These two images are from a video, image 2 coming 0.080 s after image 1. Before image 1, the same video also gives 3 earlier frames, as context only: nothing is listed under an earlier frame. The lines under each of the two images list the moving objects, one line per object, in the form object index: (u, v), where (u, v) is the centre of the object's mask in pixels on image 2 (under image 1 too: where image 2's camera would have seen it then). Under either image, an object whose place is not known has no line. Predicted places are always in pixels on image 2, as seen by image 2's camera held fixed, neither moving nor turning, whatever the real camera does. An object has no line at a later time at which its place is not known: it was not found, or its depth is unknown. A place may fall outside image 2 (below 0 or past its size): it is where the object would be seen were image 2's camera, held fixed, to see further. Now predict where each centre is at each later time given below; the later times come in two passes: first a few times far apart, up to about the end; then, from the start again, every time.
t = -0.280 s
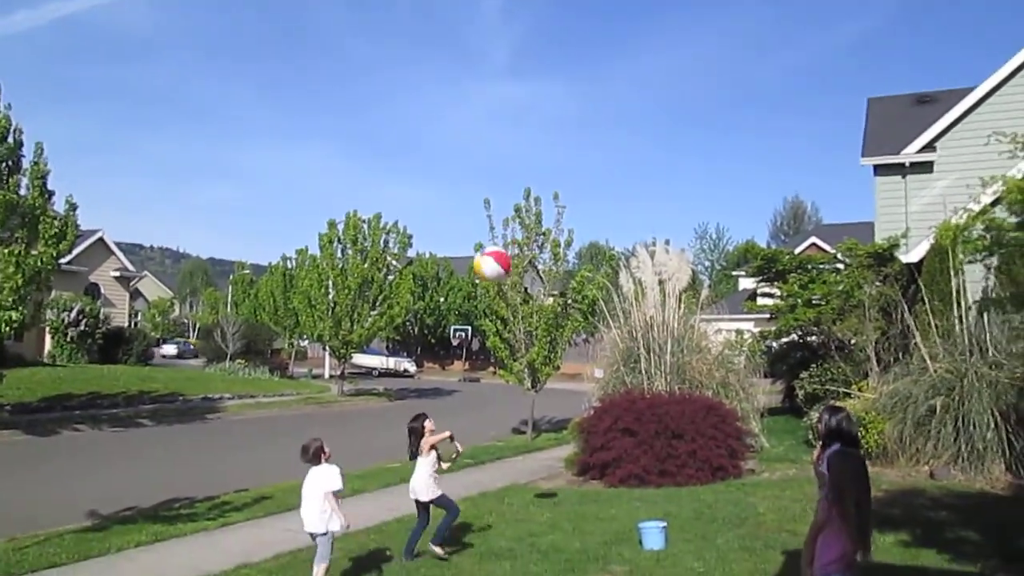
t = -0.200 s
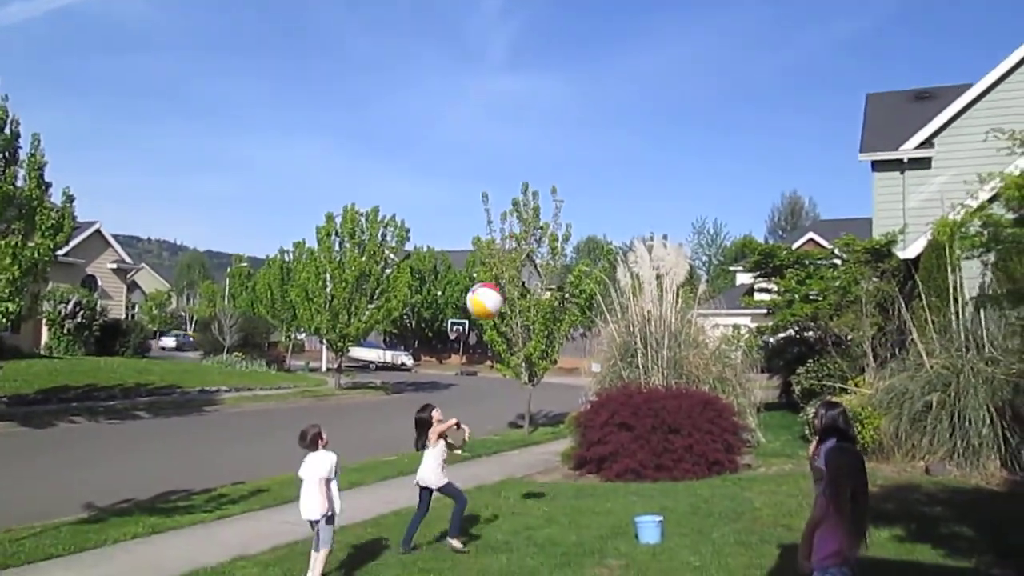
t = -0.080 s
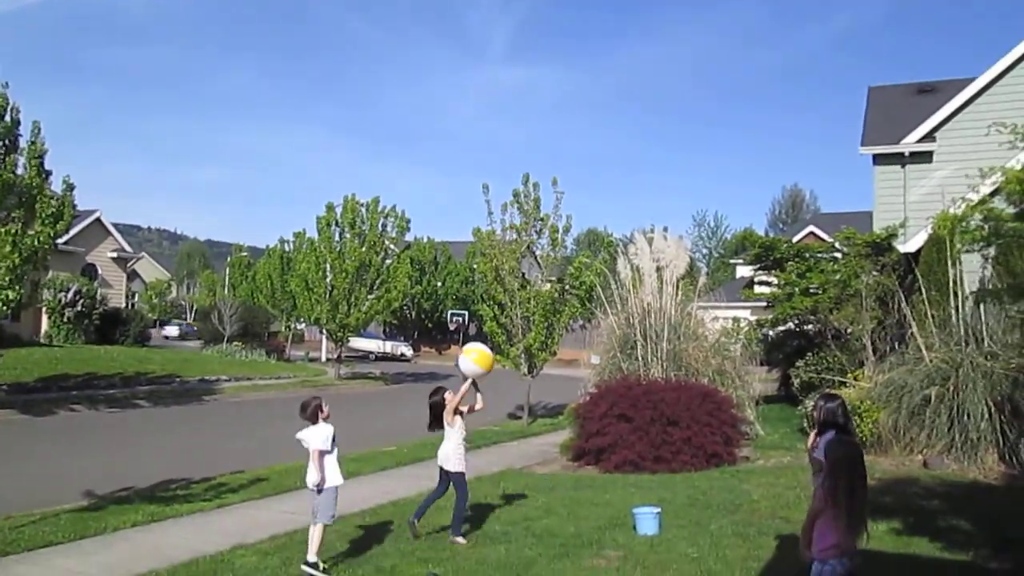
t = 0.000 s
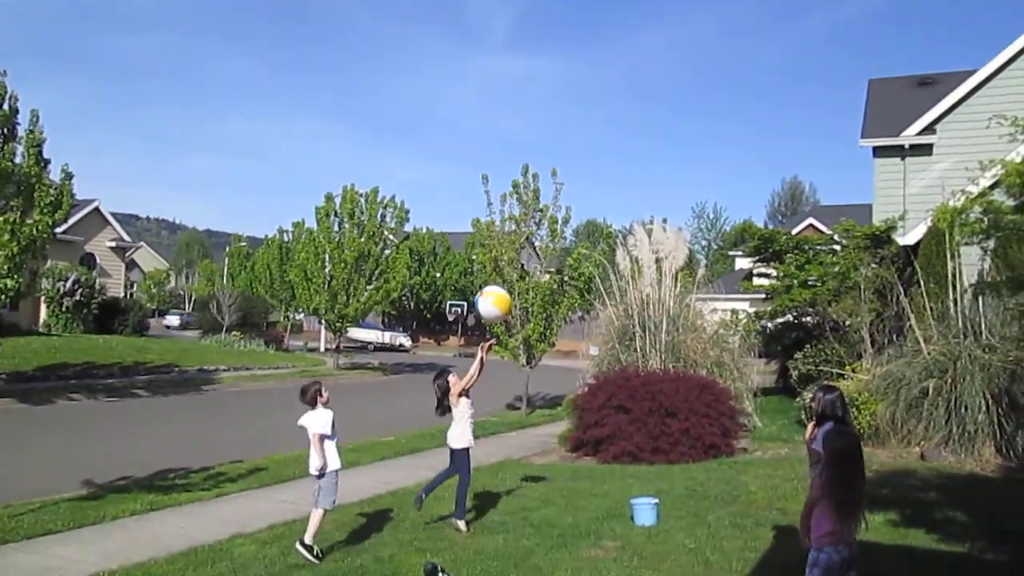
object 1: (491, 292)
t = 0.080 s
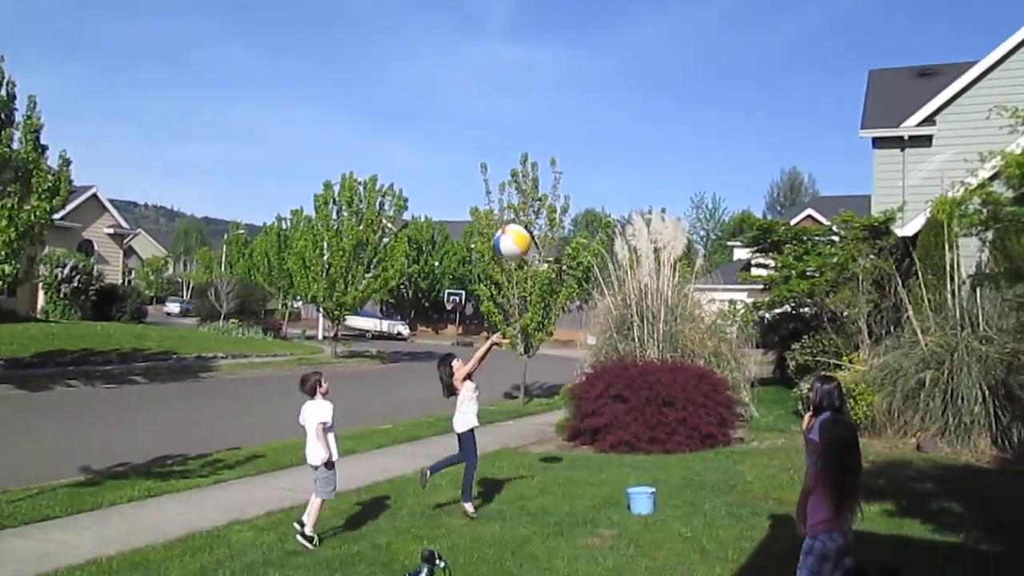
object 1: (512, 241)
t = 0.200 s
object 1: (543, 179)
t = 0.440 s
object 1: (599, 105)
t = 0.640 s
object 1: (638, 84)
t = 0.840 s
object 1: (671, 95)
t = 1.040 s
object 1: (701, 135)
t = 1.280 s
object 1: (731, 218)
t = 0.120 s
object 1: (523, 219)
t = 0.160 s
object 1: (533, 199)
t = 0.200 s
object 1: (543, 179)
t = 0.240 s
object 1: (553, 163)
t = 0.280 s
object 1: (563, 148)
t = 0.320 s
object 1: (573, 134)
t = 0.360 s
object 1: (582, 123)
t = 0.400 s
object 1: (591, 113)
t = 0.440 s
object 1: (599, 105)
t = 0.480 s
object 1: (608, 98)
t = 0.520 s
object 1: (615, 92)
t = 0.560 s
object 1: (623, 88)
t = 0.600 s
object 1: (631, 86)
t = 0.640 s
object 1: (638, 84)
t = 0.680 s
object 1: (645, 84)
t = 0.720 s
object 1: (652, 85)
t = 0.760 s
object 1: (658, 87)
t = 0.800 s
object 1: (665, 91)
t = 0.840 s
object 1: (671, 95)
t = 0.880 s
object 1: (678, 101)
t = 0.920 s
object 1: (684, 107)
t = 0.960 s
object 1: (690, 115)
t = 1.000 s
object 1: (695, 124)
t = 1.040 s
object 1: (701, 135)
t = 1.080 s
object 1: (707, 147)
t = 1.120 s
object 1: (712, 159)
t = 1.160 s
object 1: (717, 173)
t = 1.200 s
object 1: (722, 187)
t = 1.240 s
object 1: (727, 202)
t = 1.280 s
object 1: (731, 218)
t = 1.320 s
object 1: (735, 235)
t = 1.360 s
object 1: (738, 252)
